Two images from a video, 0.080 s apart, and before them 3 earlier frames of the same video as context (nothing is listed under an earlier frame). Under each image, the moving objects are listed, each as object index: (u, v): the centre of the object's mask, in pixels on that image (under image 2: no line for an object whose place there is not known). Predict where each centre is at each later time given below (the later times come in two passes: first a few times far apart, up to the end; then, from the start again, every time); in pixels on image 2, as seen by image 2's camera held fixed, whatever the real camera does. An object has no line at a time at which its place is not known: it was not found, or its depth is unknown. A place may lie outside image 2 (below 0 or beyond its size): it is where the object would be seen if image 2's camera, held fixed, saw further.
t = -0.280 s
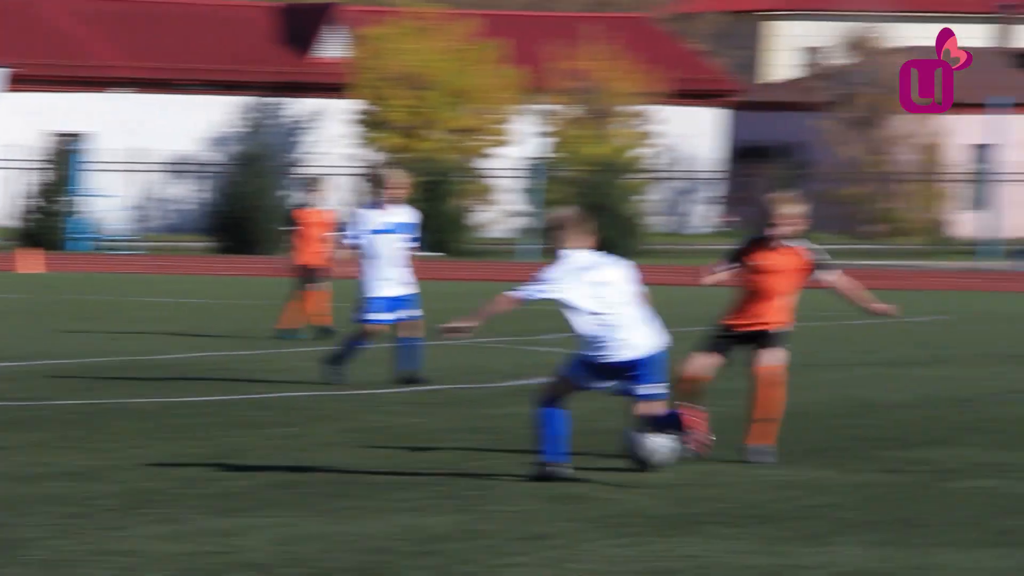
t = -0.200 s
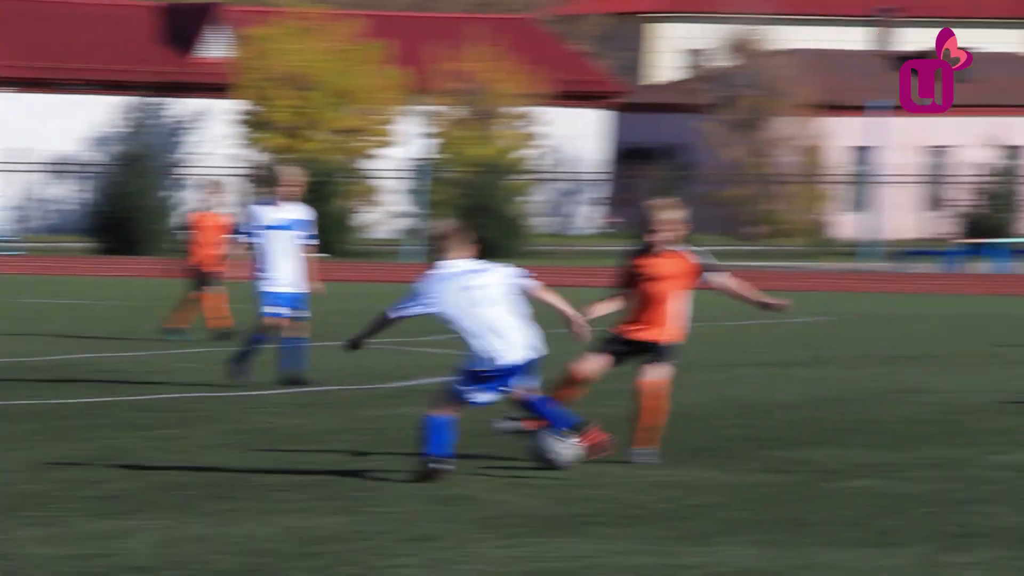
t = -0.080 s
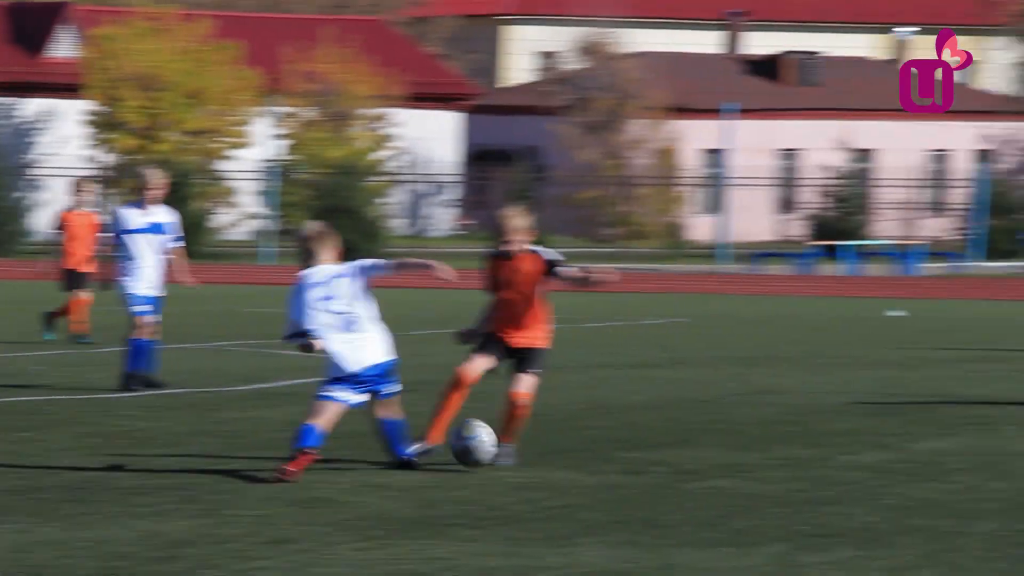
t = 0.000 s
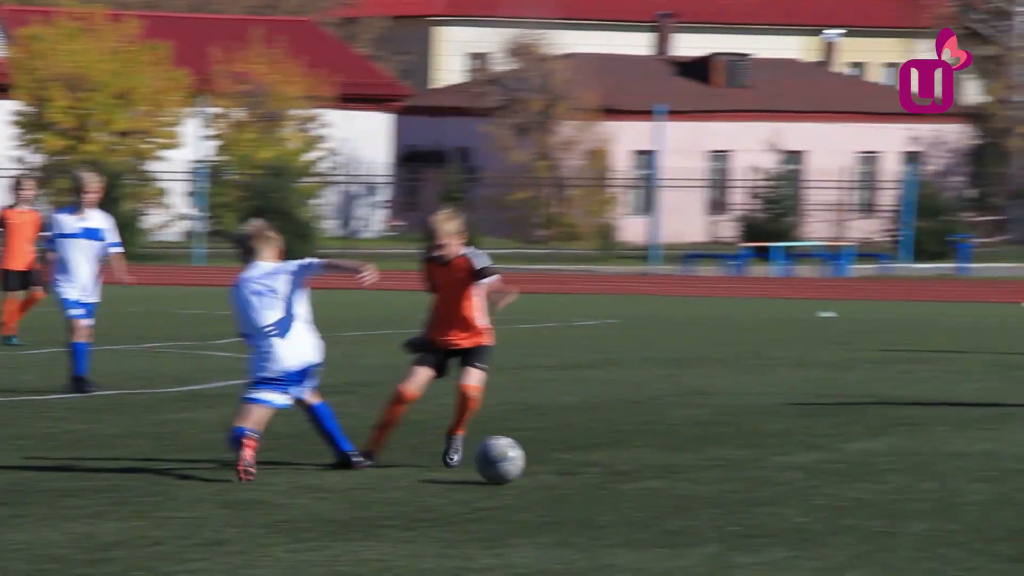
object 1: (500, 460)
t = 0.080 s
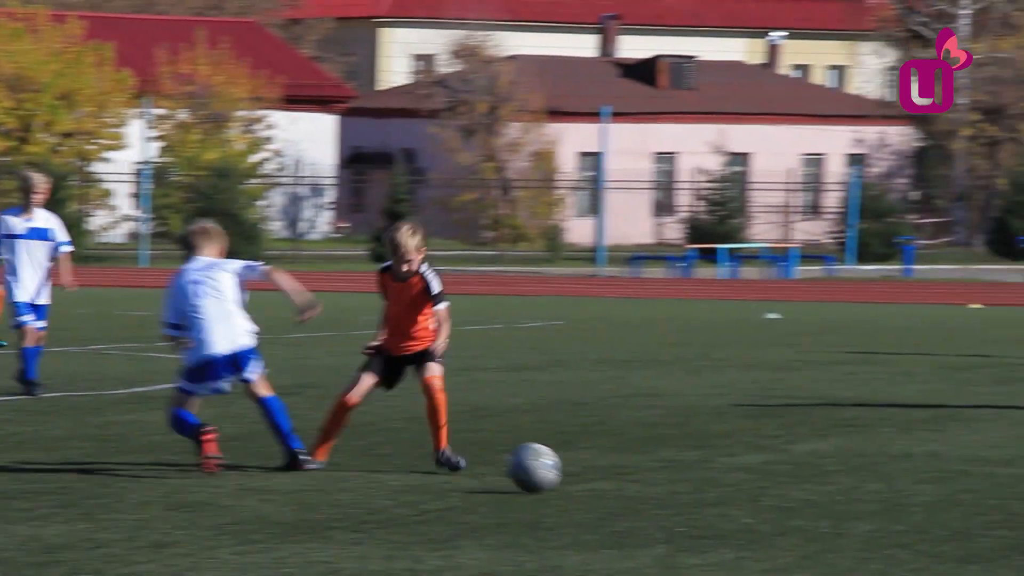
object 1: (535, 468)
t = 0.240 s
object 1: (699, 483)
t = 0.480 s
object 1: (917, 502)
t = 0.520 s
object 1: (950, 506)
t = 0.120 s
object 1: (579, 474)
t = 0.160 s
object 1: (620, 477)
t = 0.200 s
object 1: (661, 481)
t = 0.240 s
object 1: (699, 483)
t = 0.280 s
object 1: (738, 486)
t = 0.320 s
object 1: (775, 489)
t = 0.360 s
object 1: (812, 492)
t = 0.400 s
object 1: (849, 495)
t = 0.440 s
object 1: (884, 498)
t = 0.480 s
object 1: (917, 502)
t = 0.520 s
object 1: (950, 506)
